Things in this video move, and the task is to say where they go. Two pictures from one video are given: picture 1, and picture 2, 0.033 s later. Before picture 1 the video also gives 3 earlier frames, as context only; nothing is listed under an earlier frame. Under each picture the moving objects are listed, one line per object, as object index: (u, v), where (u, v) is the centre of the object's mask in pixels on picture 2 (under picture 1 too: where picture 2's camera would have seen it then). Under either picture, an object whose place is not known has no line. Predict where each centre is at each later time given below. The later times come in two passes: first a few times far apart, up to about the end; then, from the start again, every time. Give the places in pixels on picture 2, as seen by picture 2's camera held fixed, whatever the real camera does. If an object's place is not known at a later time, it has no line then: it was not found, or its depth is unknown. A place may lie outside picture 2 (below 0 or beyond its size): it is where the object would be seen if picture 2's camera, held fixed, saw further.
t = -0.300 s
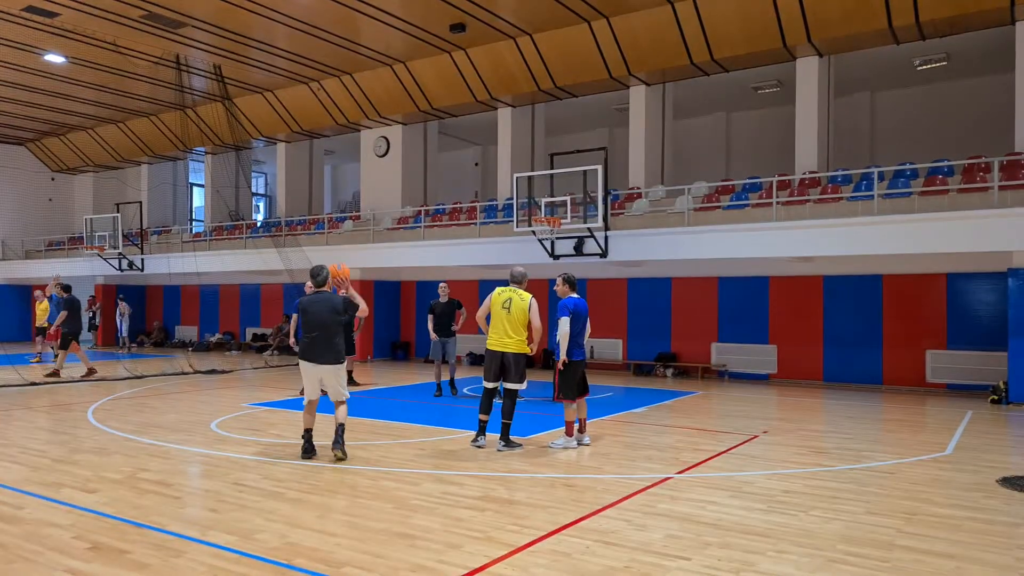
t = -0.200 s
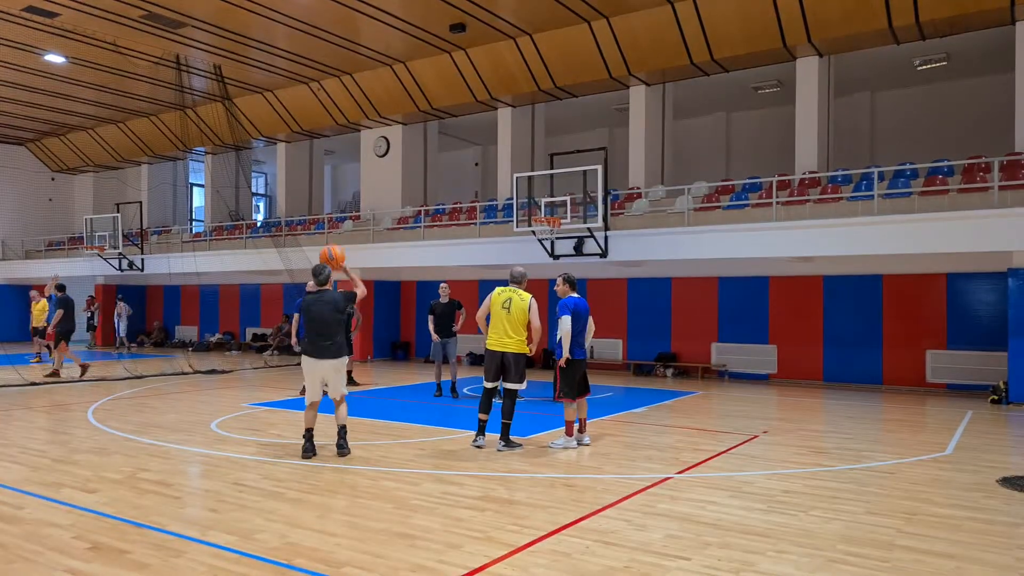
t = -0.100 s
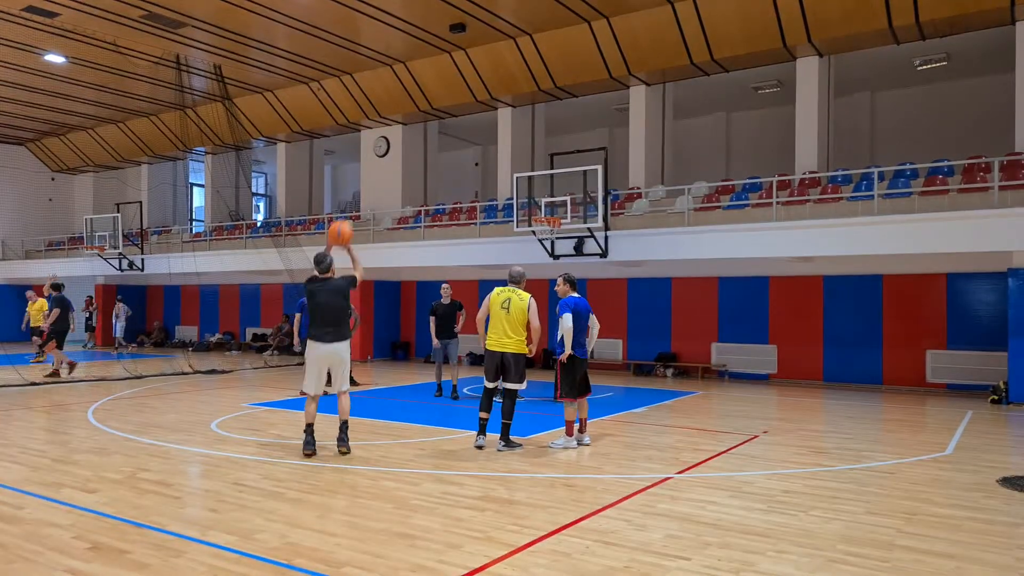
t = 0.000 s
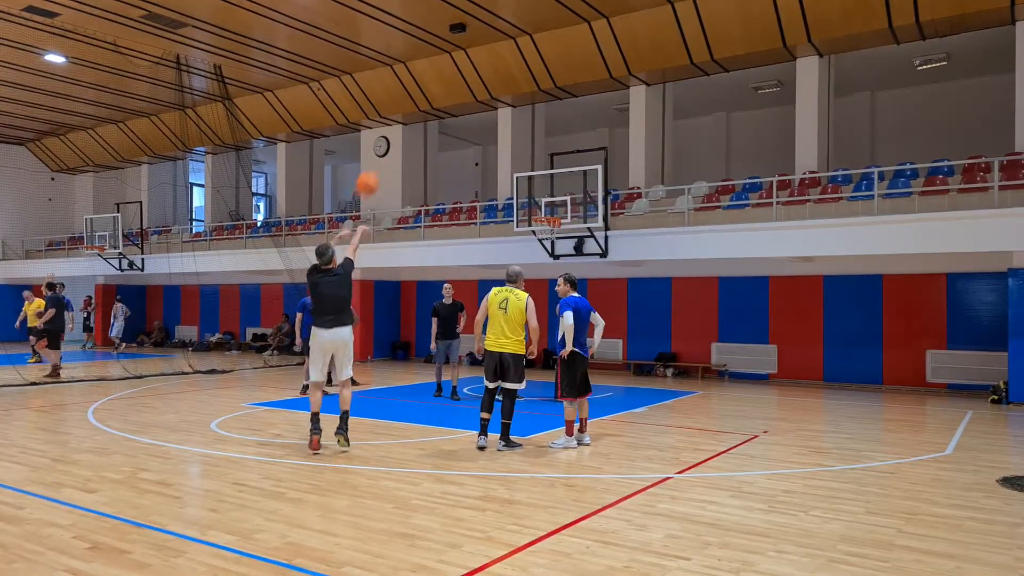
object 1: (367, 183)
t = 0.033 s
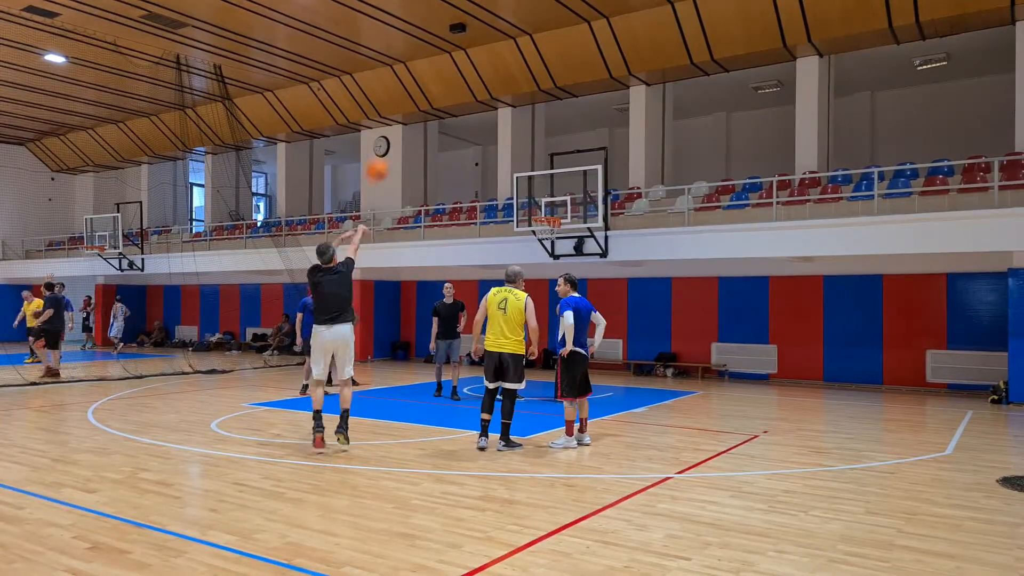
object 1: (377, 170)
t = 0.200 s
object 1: (417, 120)
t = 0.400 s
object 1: (456, 99)
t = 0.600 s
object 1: (488, 108)
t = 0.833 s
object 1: (516, 147)
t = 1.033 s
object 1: (537, 196)
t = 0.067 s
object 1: (386, 157)
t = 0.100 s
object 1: (395, 146)
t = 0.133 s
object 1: (403, 136)
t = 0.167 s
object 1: (411, 127)
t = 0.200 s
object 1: (417, 120)
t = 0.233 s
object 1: (425, 114)
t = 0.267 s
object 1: (432, 109)
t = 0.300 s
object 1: (438, 105)
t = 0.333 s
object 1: (445, 102)
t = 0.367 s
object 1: (450, 100)
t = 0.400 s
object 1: (456, 99)
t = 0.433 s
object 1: (462, 99)
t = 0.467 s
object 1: (467, 100)
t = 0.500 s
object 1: (472, 101)
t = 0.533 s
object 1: (478, 102)
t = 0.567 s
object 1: (482, 105)
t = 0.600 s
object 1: (488, 108)
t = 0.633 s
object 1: (492, 111)
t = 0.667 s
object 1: (497, 116)
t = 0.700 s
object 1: (501, 121)
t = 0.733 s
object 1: (505, 127)
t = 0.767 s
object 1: (508, 133)
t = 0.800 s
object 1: (513, 139)
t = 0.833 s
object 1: (516, 147)
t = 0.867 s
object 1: (520, 154)
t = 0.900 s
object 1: (523, 162)
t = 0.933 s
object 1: (528, 169)
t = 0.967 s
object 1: (531, 179)
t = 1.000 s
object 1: (534, 187)
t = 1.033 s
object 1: (537, 196)
